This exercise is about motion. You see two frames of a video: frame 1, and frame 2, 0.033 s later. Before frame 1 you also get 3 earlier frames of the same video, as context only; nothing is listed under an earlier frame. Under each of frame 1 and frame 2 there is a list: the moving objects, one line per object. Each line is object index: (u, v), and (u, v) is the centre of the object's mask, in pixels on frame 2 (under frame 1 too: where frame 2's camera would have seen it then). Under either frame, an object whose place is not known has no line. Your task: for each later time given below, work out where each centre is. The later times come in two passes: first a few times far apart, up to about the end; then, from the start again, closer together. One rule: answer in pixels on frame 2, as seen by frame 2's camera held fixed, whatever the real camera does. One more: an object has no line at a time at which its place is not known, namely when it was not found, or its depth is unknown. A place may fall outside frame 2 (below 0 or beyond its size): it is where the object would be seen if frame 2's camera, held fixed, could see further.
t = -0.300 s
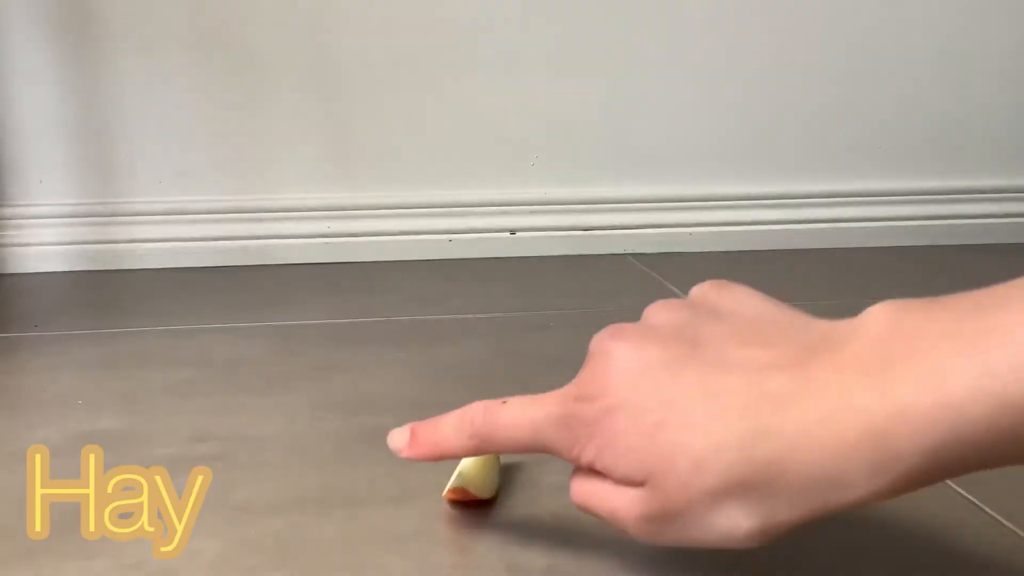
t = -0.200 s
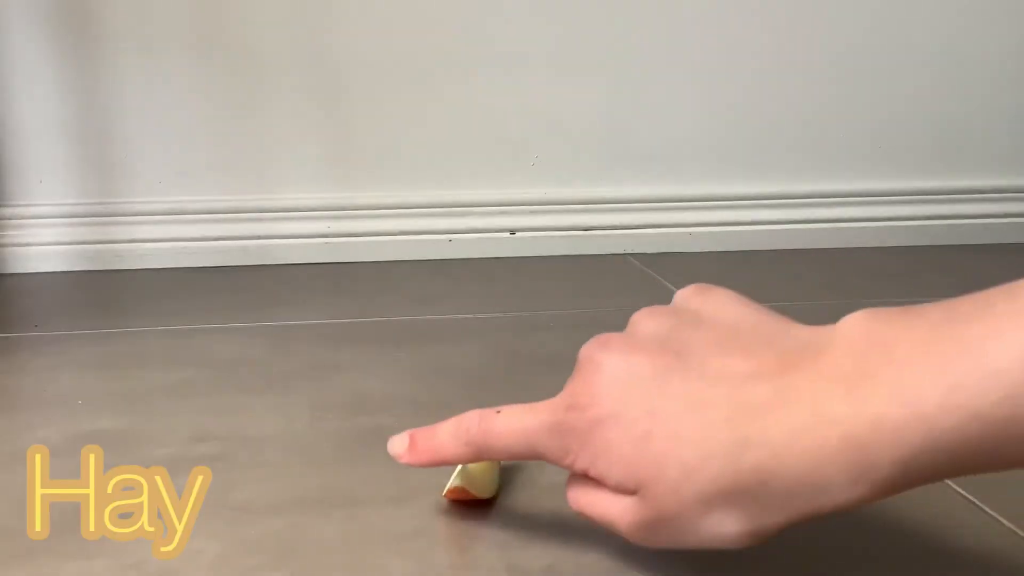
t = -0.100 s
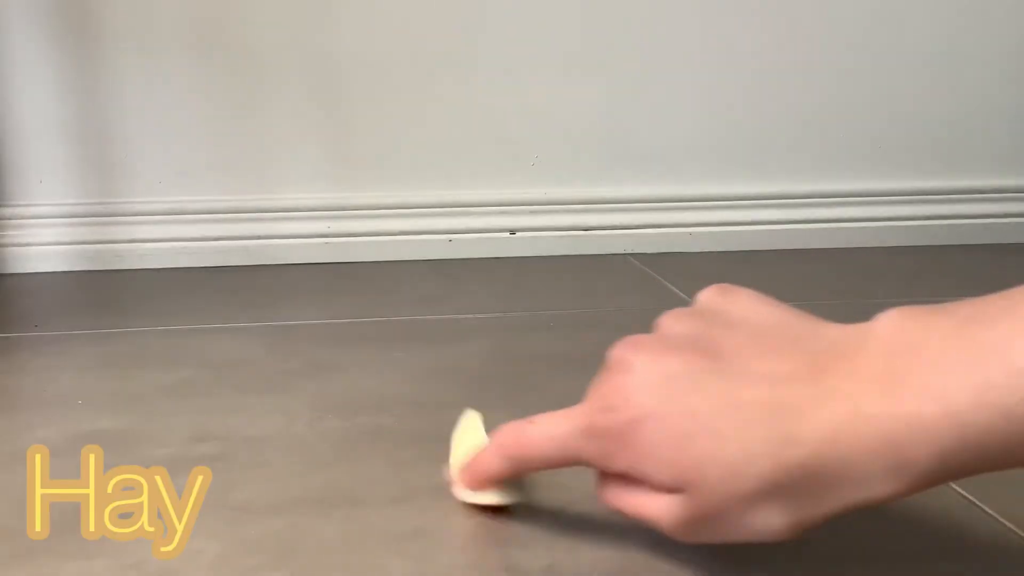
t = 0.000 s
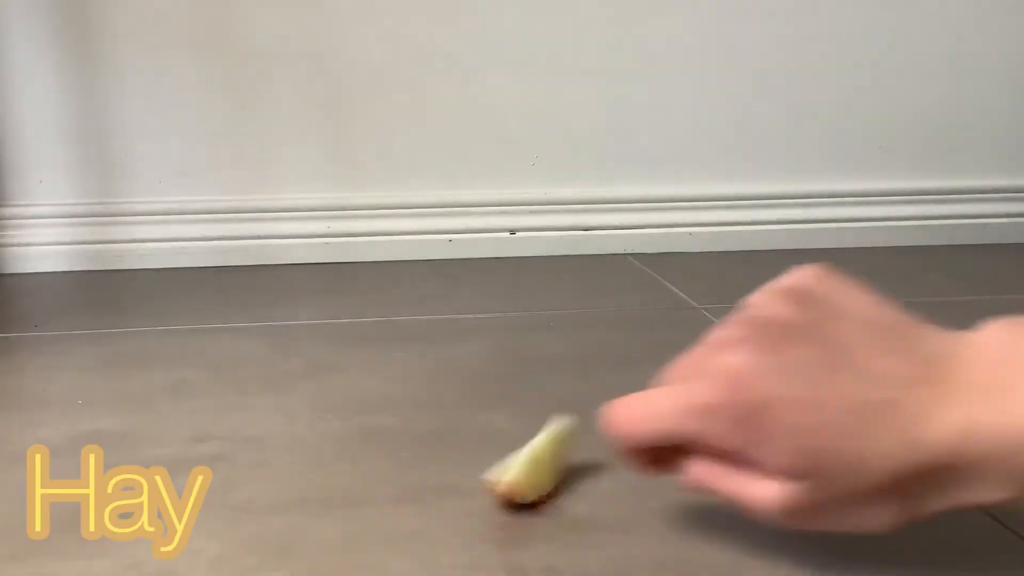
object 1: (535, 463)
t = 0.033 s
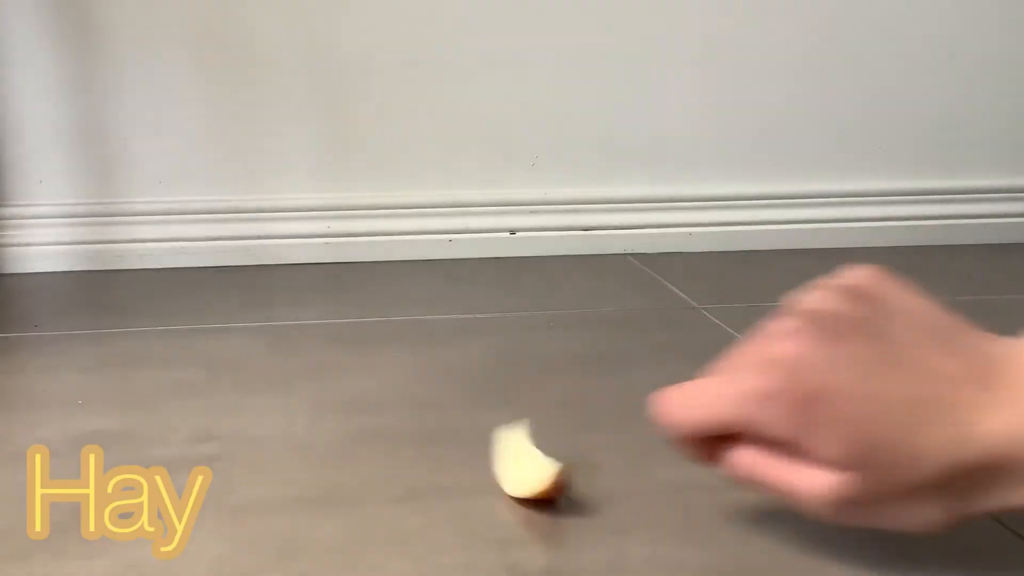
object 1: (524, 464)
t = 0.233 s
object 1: (538, 460)
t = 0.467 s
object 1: (532, 468)
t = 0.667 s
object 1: (534, 464)
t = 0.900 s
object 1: (525, 465)
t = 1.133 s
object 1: (528, 467)
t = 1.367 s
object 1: (527, 466)
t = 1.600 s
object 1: (536, 467)
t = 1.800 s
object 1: (536, 468)
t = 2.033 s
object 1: (532, 467)
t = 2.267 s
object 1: (537, 467)
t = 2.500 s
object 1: (530, 470)
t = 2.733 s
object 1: (531, 468)
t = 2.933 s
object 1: (531, 468)
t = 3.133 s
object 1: (531, 468)
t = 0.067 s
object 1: (517, 469)
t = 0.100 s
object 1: (520, 469)
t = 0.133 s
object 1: (520, 463)
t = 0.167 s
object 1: (521, 462)
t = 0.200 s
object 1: (530, 460)
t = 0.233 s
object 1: (538, 460)
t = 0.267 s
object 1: (544, 464)
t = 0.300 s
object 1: (539, 464)
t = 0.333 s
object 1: (530, 465)
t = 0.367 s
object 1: (529, 465)
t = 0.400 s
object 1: (529, 467)
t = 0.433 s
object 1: (533, 470)
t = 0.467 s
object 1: (532, 468)
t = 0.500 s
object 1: (519, 465)
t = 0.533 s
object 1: (521, 464)
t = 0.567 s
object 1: (527, 461)
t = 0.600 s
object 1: (532, 463)
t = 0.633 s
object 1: (535, 463)
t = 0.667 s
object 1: (534, 464)
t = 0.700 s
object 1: (531, 465)
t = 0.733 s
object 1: (532, 466)
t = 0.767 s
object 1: (532, 468)
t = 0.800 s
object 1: (534, 469)
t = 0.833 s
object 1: (534, 467)
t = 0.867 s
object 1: (533, 466)
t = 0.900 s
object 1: (525, 465)
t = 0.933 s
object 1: (527, 464)
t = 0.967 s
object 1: (530, 465)
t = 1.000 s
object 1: (534, 464)
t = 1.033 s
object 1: (537, 463)
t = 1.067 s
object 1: (538, 465)
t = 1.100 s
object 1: (535, 467)
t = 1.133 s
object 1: (528, 467)
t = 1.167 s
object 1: (529, 466)
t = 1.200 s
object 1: (530, 468)
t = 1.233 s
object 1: (531, 469)
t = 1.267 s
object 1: (533, 467)
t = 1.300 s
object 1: (535, 467)
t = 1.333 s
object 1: (534, 466)
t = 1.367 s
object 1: (527, 466)
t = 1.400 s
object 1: (531, 465)
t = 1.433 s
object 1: (534, 465)
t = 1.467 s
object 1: (537, 466)
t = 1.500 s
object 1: (539, 466)
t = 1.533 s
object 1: (538, 465)
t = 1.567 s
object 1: (538, 466)
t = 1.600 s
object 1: (536, 467)
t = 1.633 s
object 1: (526, 468)
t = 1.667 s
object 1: (528, 467)
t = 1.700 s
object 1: (529, 467)
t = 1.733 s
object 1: (530, 468)
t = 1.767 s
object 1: (533, 468)
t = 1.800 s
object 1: (536, 468)
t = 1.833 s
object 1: (536, 468)
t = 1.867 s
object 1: (537, 468)
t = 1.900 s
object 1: (538, 468)
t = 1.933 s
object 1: (530, 468)
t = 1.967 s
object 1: (529, 467)
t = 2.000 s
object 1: (531, 467)
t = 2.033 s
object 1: (532, 467)
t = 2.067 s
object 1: (534, 467)
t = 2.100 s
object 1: (536, 467)
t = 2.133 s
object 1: (537, 467)
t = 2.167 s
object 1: (538, 466)
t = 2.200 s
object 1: (538, 466)
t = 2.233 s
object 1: (538, 466)
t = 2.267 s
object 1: (537, 467)
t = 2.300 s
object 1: (537, 467)
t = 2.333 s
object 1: (537, 468)
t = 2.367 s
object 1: (538, 469)
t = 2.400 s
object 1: (536, 470)
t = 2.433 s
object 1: (532, 470)
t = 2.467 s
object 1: (530, 470)
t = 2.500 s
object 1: (530, 470)
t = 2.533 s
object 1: (530, 469)
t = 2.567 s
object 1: (530, 469)
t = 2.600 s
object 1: (531, 468)
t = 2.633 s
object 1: (531, 468)
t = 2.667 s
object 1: (531, 468)
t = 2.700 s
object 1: (531, 468)
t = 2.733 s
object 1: (531, 468)
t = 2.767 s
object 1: (531, 468)
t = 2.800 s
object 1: (531, 468)
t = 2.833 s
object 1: (531, 468)
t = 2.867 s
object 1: (531, 468)
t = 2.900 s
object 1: (531, 468)
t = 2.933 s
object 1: (531, 468)
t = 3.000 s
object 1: (531, 468)
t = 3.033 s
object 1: (531, 468)
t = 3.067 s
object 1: (531, 468)
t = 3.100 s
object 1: (531, 468)
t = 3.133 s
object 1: (531, 468)
